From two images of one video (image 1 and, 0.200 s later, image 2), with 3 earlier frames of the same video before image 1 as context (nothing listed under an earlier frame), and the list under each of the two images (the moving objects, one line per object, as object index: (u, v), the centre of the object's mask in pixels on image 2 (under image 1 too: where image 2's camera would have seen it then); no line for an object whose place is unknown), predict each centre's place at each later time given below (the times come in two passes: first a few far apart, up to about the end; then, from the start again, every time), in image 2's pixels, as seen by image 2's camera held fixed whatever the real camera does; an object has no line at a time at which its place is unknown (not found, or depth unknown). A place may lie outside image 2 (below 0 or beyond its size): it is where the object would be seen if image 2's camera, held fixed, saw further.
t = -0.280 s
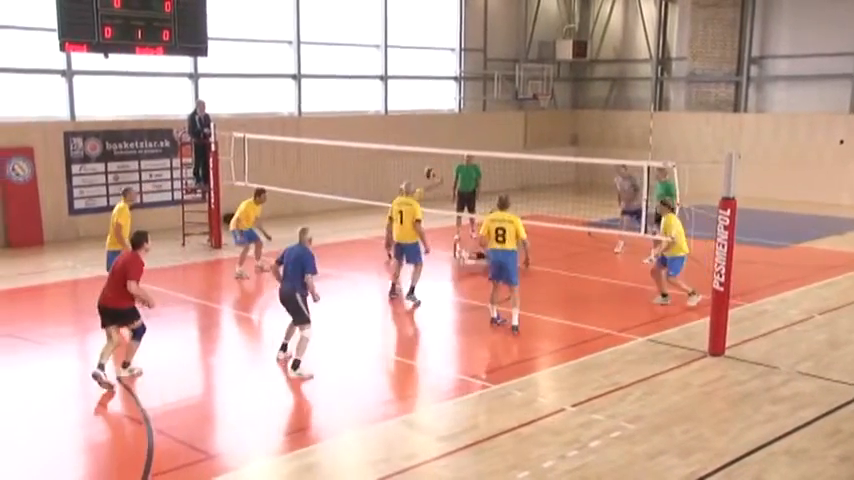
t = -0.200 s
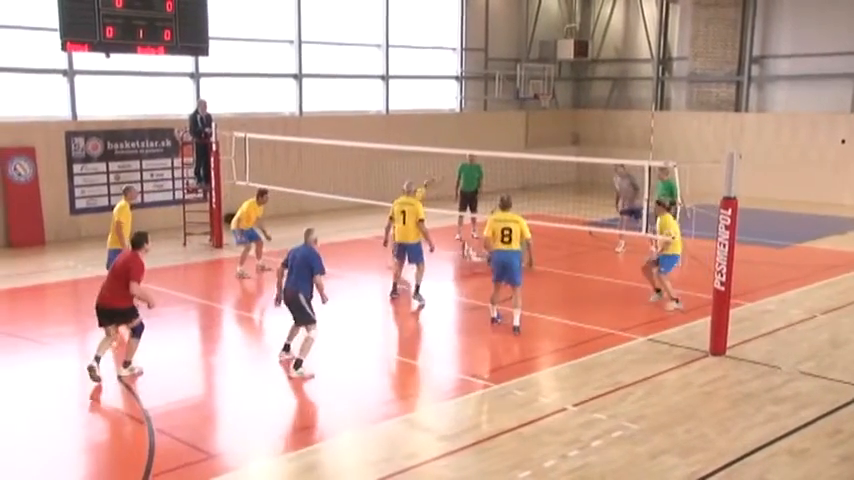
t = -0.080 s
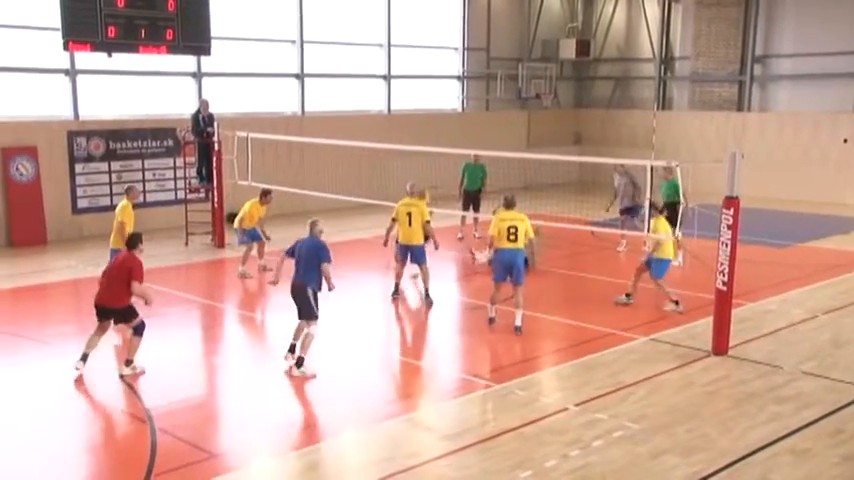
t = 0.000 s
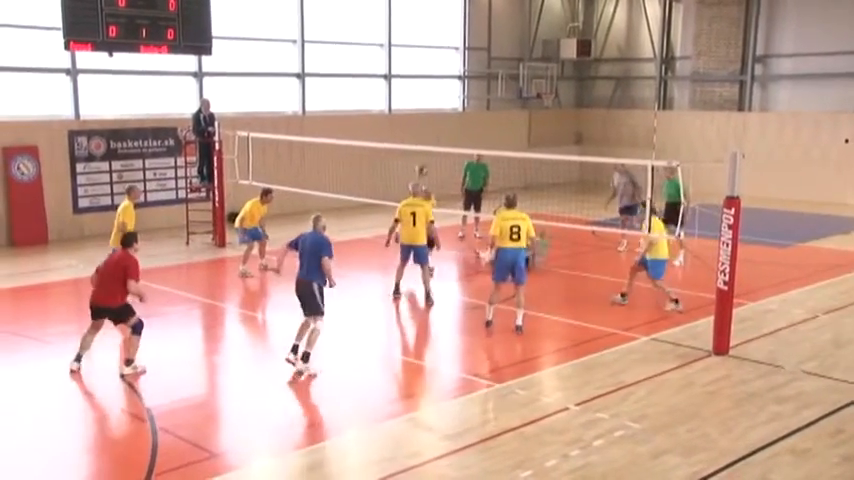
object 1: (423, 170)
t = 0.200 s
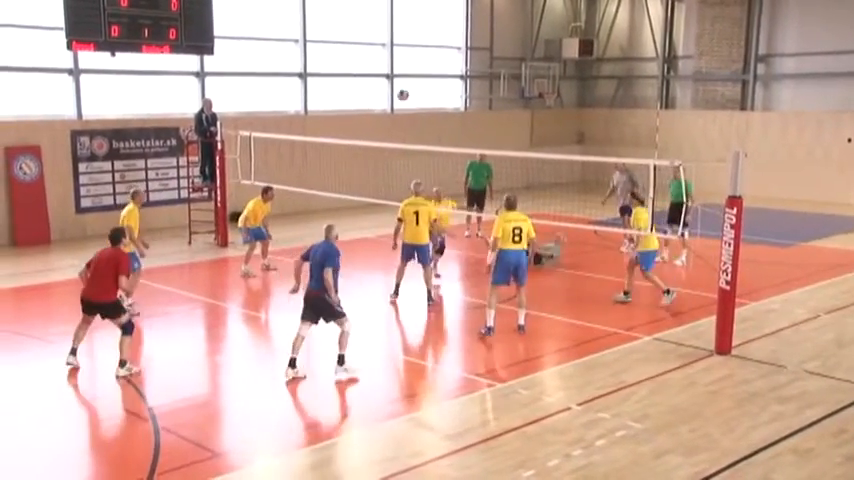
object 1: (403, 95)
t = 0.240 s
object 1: (398, 82)
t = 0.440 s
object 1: (375, 32)
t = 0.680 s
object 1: (346, 4)
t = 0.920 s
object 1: (316, 10)
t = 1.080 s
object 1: (297, 37)
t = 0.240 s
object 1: (398, 82)
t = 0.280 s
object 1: (395, 71)
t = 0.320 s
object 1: (389, 60)
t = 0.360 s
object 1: (385, 50)
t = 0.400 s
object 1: (380, 41)
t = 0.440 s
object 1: (375, 32)
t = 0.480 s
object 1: (370, 25)
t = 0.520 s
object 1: (366, 18)
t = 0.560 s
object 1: (361, 13)
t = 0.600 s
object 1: (356, 8)
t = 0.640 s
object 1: (351, 6)
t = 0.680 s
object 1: (346, 4)
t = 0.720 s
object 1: (341, 3)
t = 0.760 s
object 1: (336, 3)
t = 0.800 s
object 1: (331, 3)
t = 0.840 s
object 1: (326, 4)
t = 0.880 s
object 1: (321, 6)
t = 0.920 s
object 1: (316, 10)
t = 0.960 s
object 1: (311, 15)
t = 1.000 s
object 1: (306, 21)
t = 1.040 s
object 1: (301, 29)
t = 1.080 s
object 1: (297, 37)
